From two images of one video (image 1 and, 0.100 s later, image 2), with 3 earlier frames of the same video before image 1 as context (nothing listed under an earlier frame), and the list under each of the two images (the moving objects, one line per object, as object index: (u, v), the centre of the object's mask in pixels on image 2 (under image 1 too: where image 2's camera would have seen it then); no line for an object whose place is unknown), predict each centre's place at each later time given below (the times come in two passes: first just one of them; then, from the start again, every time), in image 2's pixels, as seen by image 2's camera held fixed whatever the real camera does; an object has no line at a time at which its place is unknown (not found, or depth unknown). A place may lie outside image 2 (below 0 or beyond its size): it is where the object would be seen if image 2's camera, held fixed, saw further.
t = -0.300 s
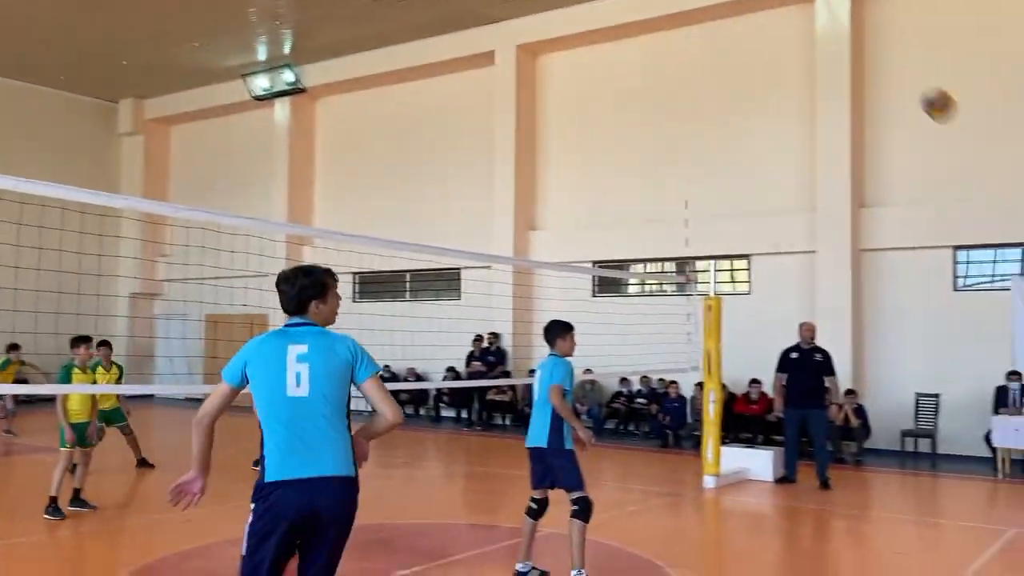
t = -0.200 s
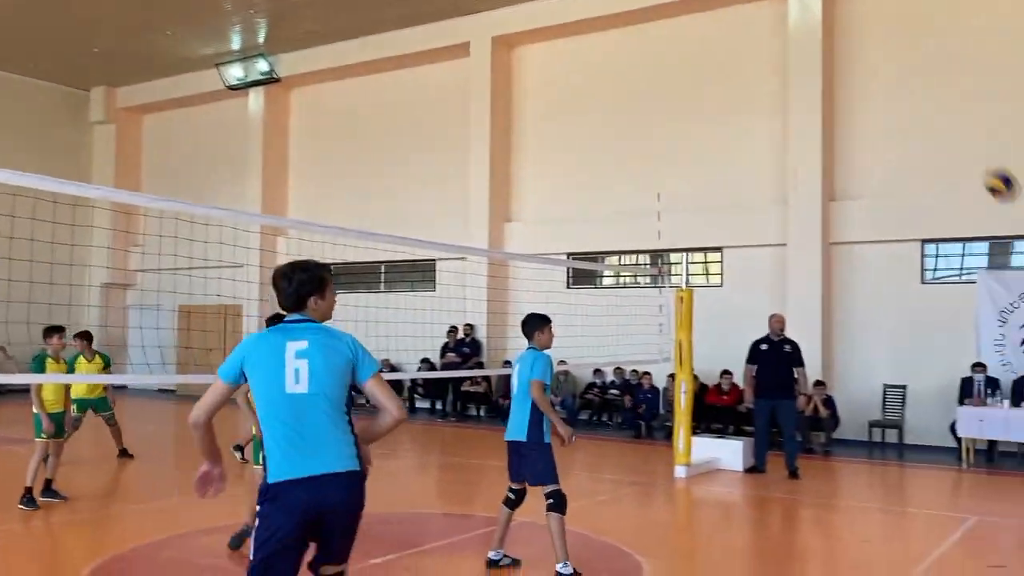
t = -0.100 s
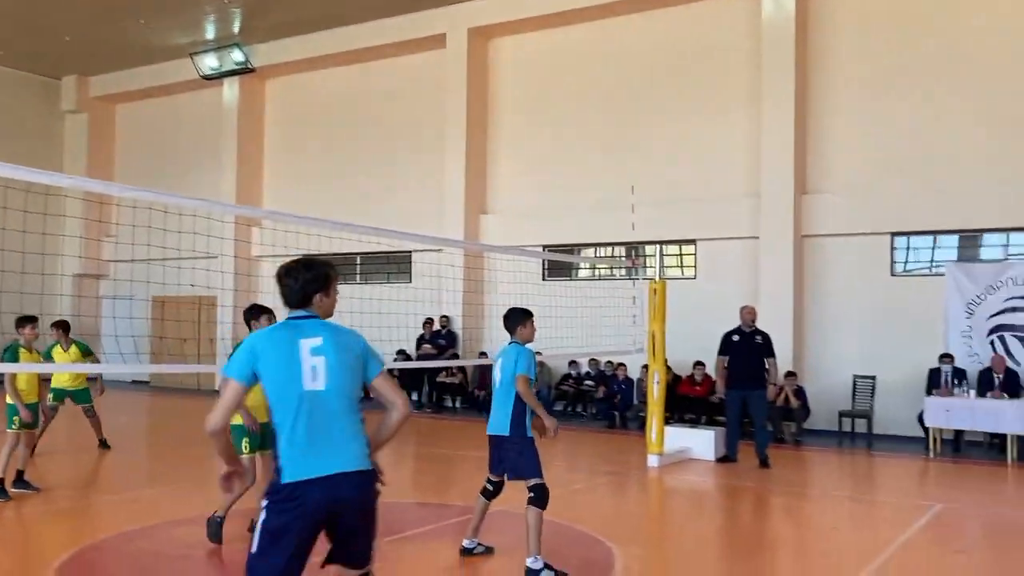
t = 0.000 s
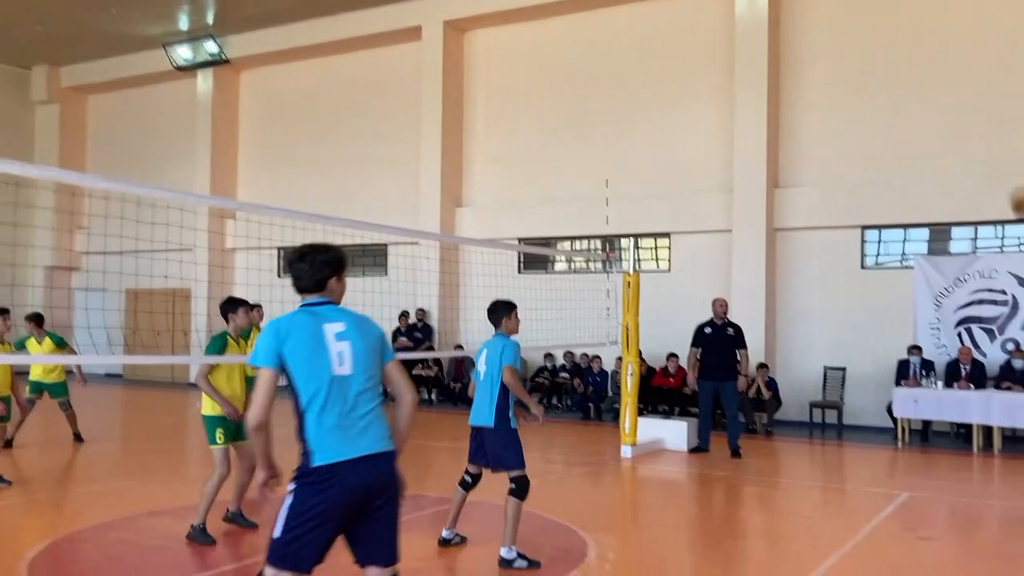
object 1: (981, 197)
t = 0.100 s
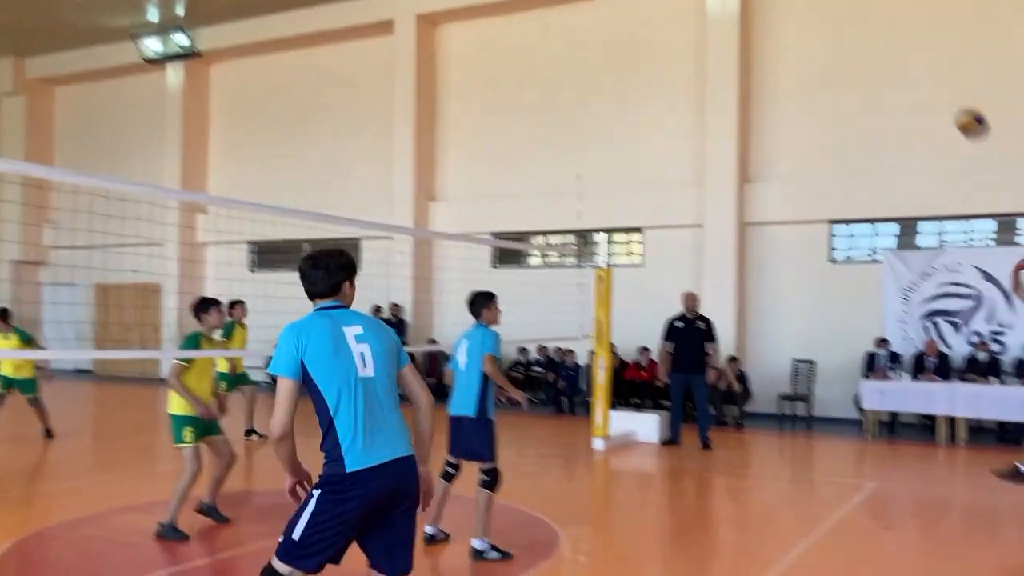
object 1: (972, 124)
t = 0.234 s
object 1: (949, 40)
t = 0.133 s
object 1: (965, 101)
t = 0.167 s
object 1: (960, 79)
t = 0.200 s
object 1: (955, 59)
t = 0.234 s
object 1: (949, 40)
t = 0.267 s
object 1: (942, 23)
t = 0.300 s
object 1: (936, 8)
